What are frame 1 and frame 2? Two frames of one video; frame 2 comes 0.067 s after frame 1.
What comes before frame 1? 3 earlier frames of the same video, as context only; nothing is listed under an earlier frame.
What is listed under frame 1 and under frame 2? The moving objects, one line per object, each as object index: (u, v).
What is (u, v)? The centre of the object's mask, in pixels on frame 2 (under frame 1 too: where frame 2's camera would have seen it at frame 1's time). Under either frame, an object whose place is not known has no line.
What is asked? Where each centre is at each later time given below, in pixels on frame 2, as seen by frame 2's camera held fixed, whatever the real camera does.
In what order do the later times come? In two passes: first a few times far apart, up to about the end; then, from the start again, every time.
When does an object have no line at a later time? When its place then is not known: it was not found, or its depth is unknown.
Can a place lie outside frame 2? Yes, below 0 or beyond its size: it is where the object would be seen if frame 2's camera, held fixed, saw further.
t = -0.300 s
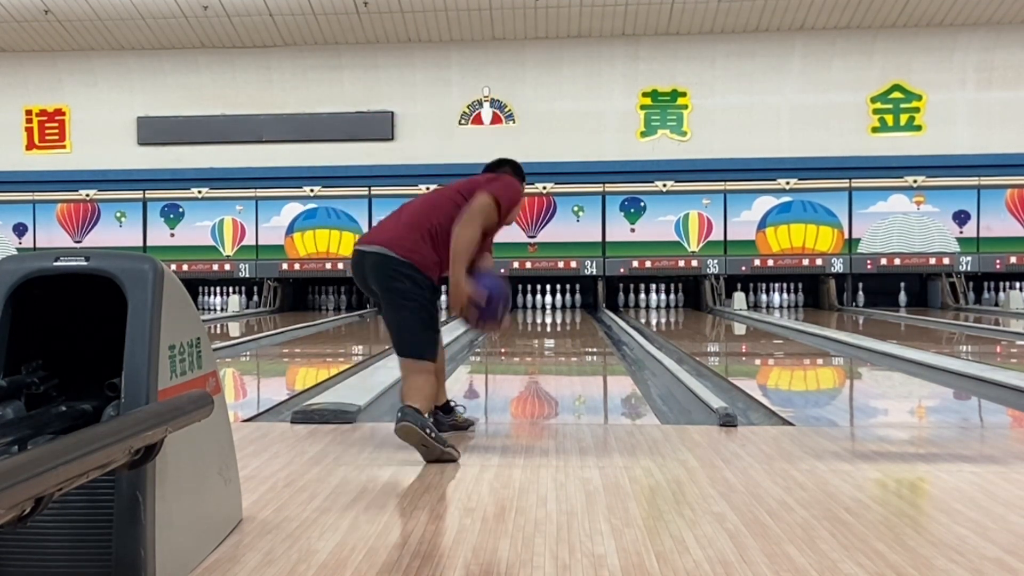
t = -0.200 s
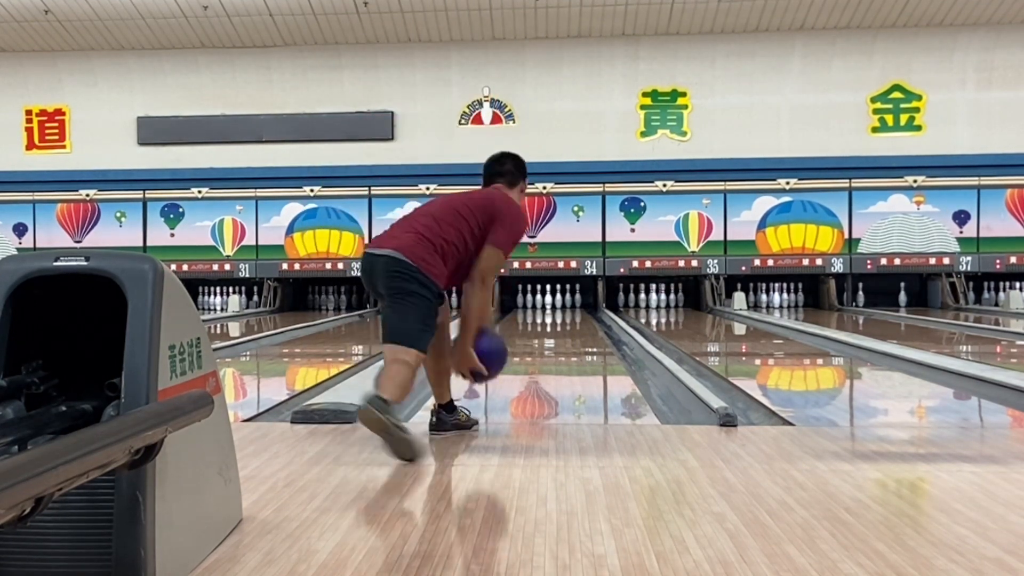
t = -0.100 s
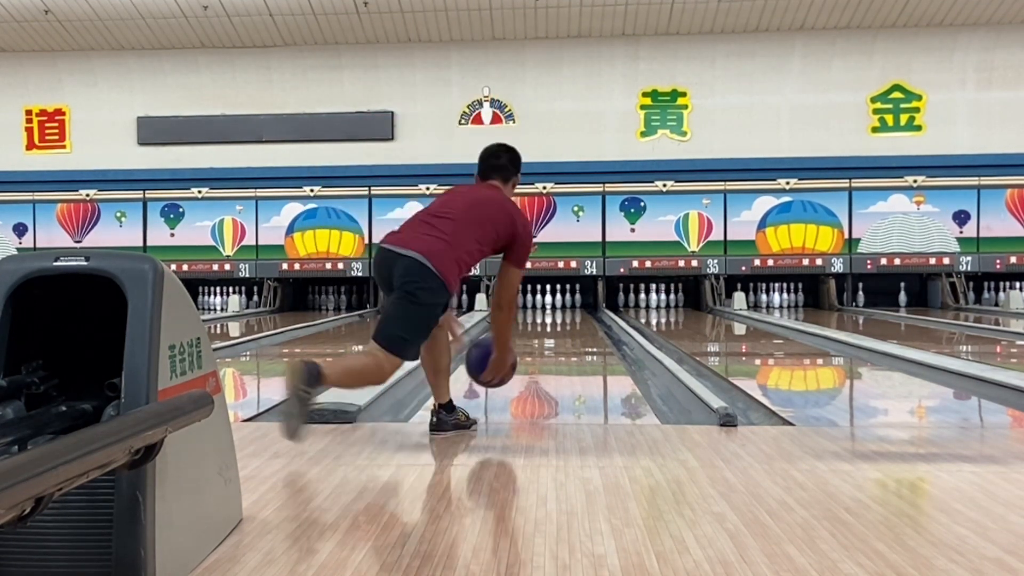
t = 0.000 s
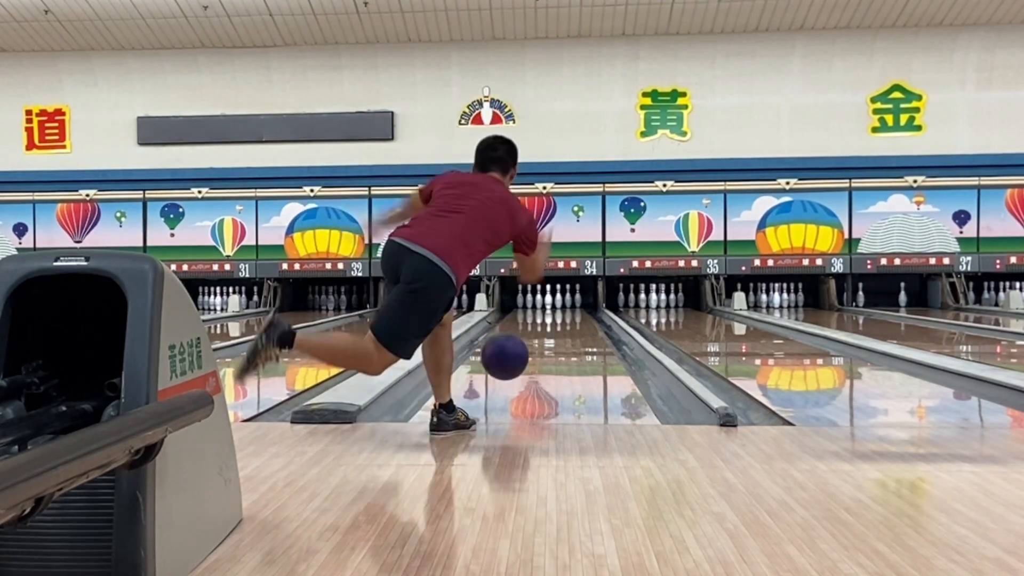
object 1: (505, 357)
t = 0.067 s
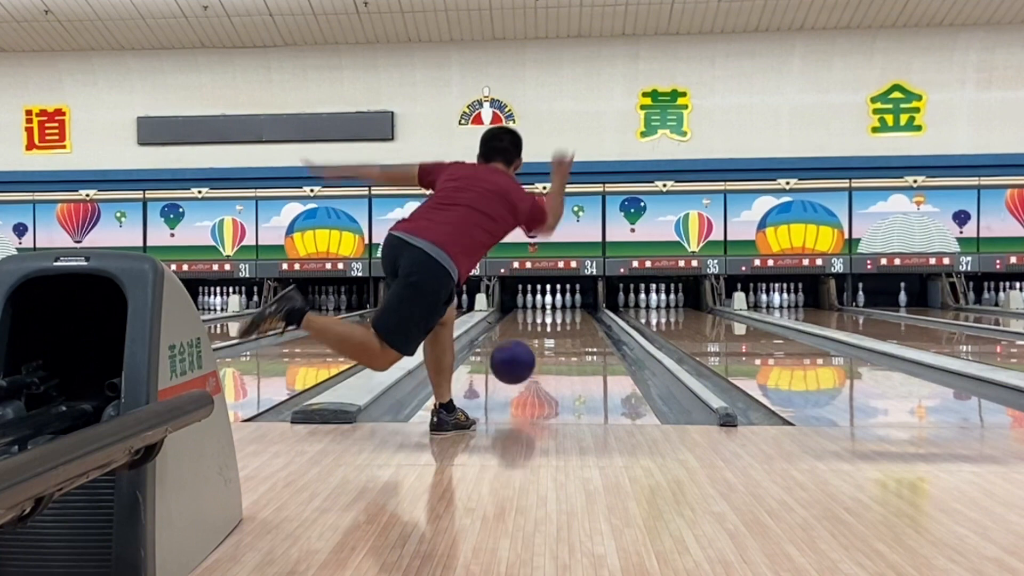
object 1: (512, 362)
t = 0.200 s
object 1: (526, 369)
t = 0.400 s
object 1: (541, 359)
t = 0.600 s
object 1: (553, 349)
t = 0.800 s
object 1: (562, 341)
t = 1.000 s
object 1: (568, 335)
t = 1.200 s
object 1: (573, 329)
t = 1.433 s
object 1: (577, 323)
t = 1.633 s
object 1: (580, 319)
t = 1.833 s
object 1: (582, 316)
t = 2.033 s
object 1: (582, 313)
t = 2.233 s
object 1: (582, 310)
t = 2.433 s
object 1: (579, 308)
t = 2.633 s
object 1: (573, 306)
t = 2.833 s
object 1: (566, 305)
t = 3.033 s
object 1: (560, 304)
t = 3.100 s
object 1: (557, 303)
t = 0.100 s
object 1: (516, 368)
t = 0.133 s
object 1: (519, 375)
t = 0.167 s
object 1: (523, 372)
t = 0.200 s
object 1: (526, 369)
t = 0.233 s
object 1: (529, 368)
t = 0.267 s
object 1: (531, 367)
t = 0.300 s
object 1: (534, 365)
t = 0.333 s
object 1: (536, 363)
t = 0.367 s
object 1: (539, 361)
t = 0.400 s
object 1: (541, 359)
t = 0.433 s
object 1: (543, 357)
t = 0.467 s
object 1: (545, 355)
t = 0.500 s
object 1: (547, 353)
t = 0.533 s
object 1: (549, 352)
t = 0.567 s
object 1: (551, 350)
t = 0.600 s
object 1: (553, 349)
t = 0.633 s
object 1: (554, 347)
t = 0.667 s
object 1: (556, 346)
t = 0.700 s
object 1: (557, 344)
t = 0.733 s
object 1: (559, 343)
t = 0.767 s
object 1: (560, 342)
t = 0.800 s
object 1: (562, 341)
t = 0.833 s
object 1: (563, 340)
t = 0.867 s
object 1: (564, 339)
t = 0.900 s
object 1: (565, 338)
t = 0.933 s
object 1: (566, 337)
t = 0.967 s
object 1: (567, 336)
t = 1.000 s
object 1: (568, 335)
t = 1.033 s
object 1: (569, 333)
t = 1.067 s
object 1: (570, 333)
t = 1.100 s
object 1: (571, 332)
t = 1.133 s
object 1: (572, 331)
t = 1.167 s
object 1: (572, 330)
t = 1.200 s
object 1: (573, 329)
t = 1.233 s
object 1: (574, 328)
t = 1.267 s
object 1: (574, 327)
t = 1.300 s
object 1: (575, 326)
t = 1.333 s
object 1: (576, 326)
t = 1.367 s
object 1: (576, 325)
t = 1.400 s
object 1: (577, 324)
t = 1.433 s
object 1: (577, 323)
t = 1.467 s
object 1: (578, 323)
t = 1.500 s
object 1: (579, 322)
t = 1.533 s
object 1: (579, 321)
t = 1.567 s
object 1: (579, 320)
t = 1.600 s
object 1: (580, 320)
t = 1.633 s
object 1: (580, 319)
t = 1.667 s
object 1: (580, 318)
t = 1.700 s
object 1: (581, 318)
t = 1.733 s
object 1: (581, 317)
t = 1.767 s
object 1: (581, 317)
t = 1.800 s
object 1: (582, 316)
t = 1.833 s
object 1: (582, 316)
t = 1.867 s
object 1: (582, 315)
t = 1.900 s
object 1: (582, 315)
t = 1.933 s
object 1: (582, 314)
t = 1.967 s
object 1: (582, 314)
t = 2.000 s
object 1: (582, 313)
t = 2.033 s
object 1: (582, 313)
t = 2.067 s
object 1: (582, 312)
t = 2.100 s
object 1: (582, 312)
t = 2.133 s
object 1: (582, 312)
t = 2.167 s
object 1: (582, 311)
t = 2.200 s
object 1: (582, 311)
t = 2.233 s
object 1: (582, 310)
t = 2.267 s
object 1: (581, 310)
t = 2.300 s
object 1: (581, 310)
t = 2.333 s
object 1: (580, 310)
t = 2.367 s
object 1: (580, 309)
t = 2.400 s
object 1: (579, 309)
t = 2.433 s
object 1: (579, 308)
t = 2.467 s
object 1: (578, 308)
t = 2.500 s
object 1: (577, 308)
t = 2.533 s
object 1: (576, 307)
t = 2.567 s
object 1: (575, 307)
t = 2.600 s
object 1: (574, 307)
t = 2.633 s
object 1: (573, 306)
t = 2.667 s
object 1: (572, 306)
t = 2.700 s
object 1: (570, 306)
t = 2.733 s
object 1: (569, 306)
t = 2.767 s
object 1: (568, 305)
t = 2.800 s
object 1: (567, 305)
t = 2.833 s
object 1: (566, 305)
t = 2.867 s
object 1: (565, 305)
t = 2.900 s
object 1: (563, 305)
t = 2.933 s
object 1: (562, 305)
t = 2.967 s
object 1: (561, 304)
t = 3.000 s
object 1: (561, 304)
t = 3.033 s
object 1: (560, 304)
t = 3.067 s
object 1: (558, 303)
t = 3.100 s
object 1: (557, 303)
